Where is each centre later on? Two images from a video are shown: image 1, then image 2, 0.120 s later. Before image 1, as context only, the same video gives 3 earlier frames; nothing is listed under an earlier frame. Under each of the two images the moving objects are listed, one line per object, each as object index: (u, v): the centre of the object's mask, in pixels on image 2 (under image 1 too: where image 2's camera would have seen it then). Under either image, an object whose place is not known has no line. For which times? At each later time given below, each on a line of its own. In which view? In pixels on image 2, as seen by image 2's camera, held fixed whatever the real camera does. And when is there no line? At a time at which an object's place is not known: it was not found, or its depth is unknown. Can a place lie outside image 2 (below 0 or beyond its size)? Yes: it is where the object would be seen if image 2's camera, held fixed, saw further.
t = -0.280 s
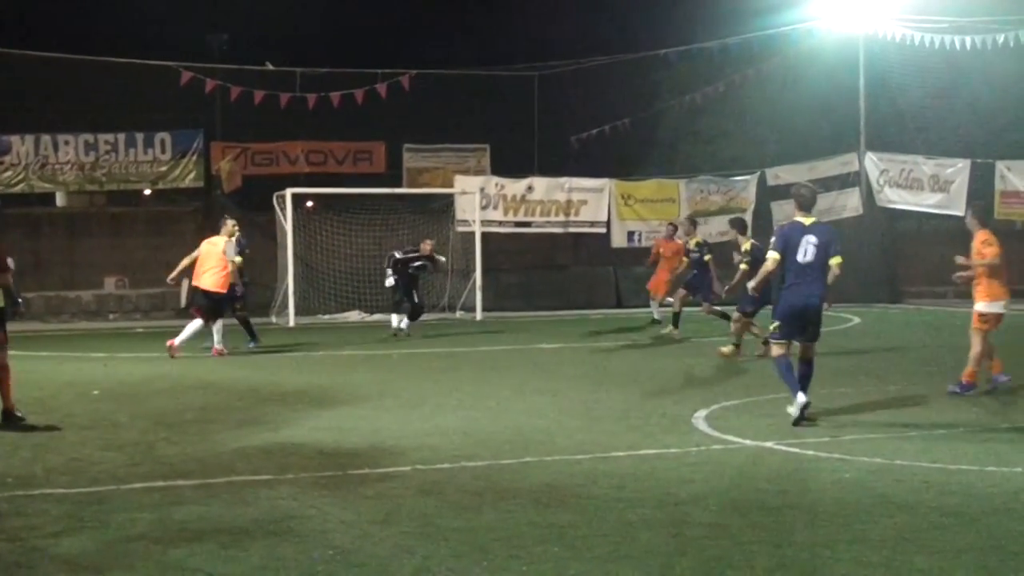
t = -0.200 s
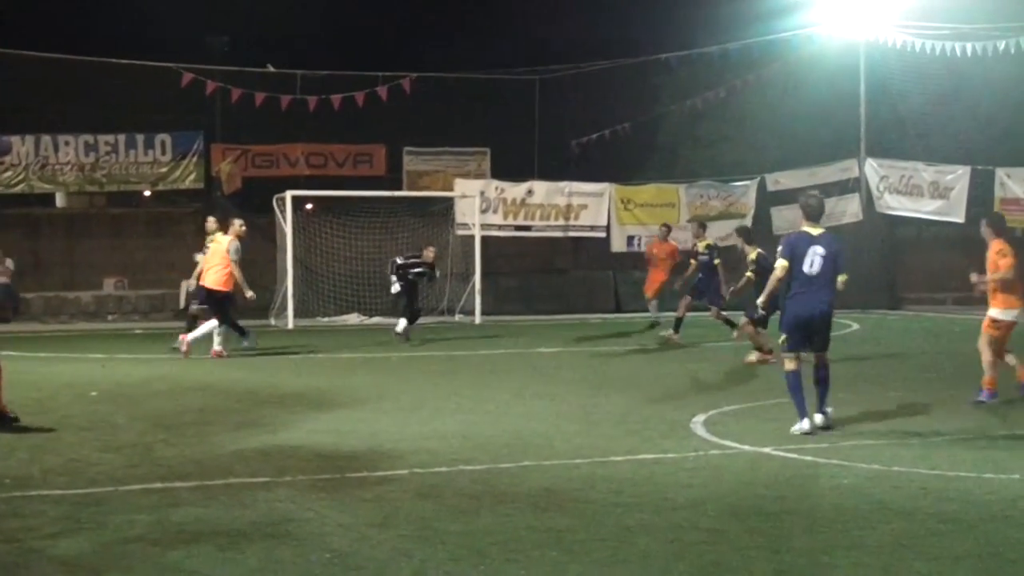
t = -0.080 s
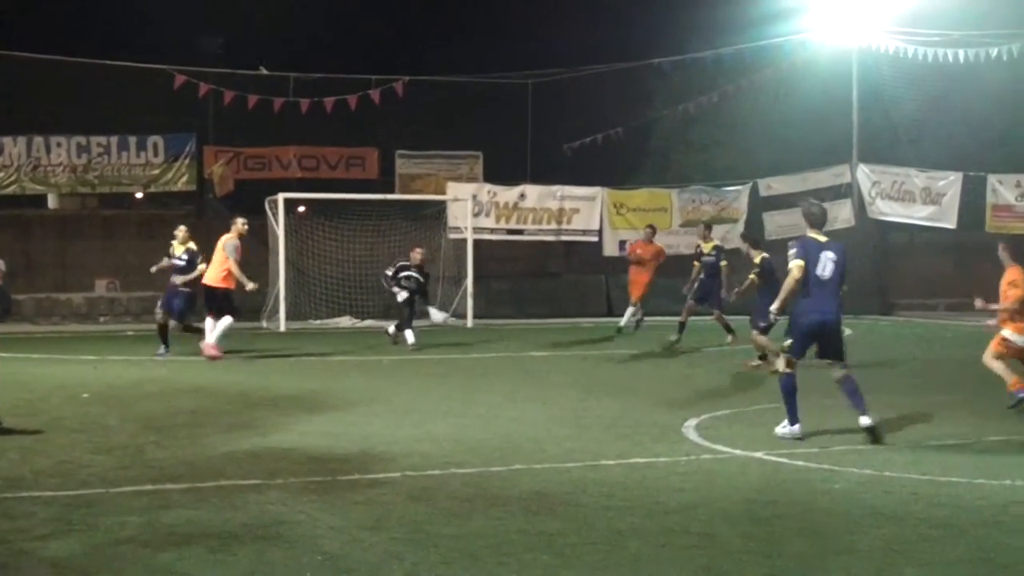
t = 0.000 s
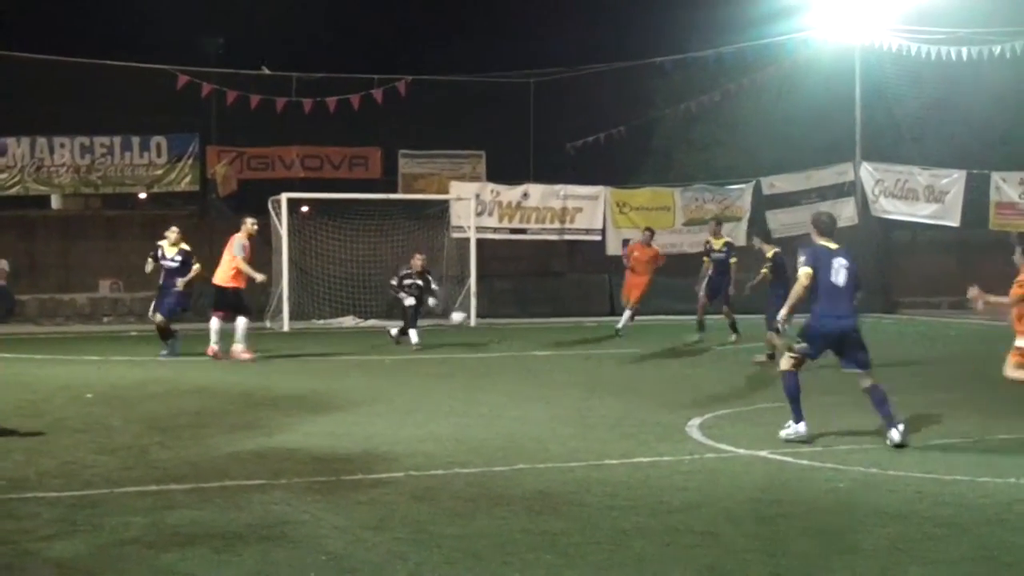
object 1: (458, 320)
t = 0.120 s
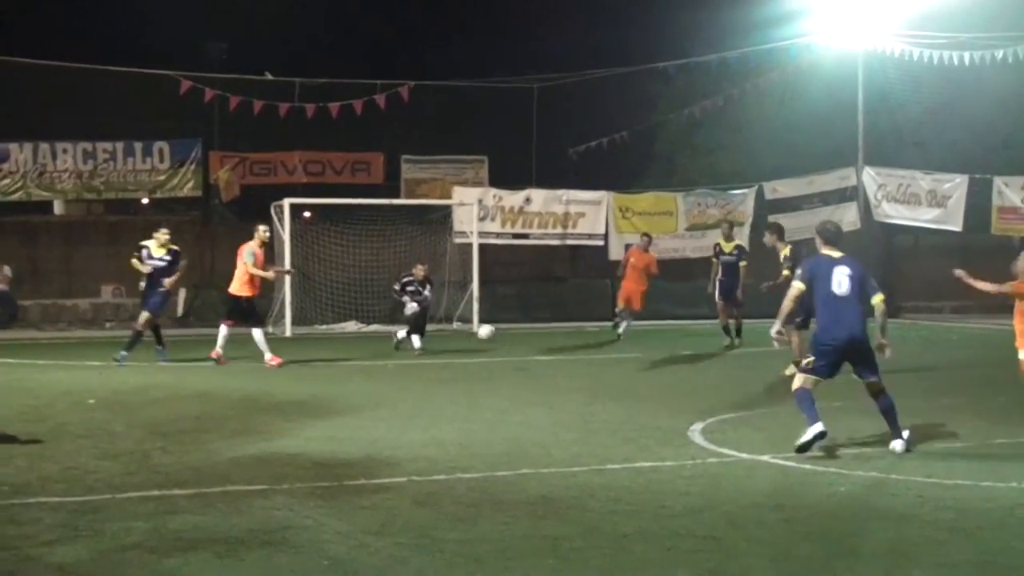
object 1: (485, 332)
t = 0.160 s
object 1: (496, 340)
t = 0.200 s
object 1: (499, 350)
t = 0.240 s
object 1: (508, 359)
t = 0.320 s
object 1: (534, 378)
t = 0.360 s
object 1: (547, 376)
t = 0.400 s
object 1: (557, 375)
